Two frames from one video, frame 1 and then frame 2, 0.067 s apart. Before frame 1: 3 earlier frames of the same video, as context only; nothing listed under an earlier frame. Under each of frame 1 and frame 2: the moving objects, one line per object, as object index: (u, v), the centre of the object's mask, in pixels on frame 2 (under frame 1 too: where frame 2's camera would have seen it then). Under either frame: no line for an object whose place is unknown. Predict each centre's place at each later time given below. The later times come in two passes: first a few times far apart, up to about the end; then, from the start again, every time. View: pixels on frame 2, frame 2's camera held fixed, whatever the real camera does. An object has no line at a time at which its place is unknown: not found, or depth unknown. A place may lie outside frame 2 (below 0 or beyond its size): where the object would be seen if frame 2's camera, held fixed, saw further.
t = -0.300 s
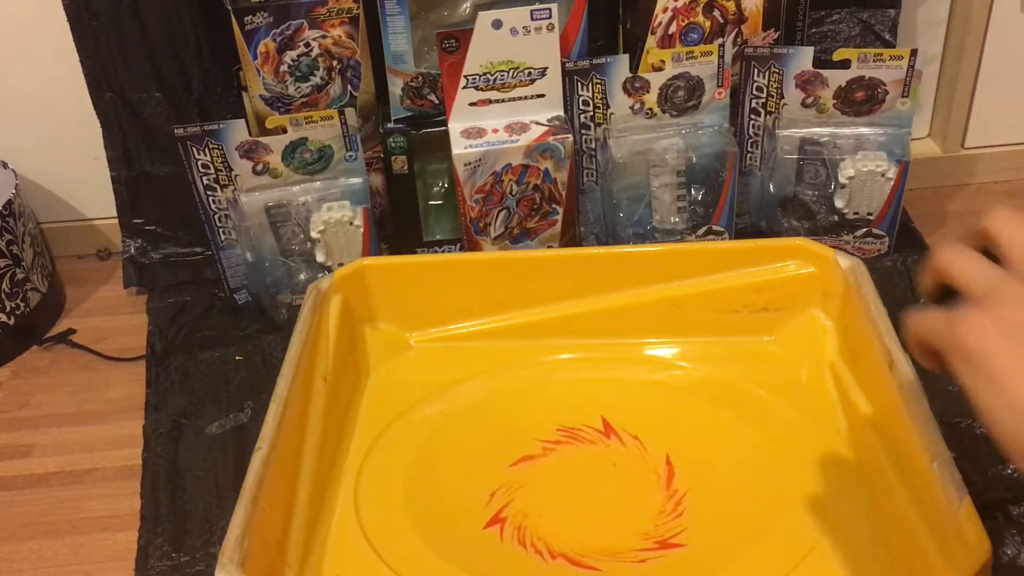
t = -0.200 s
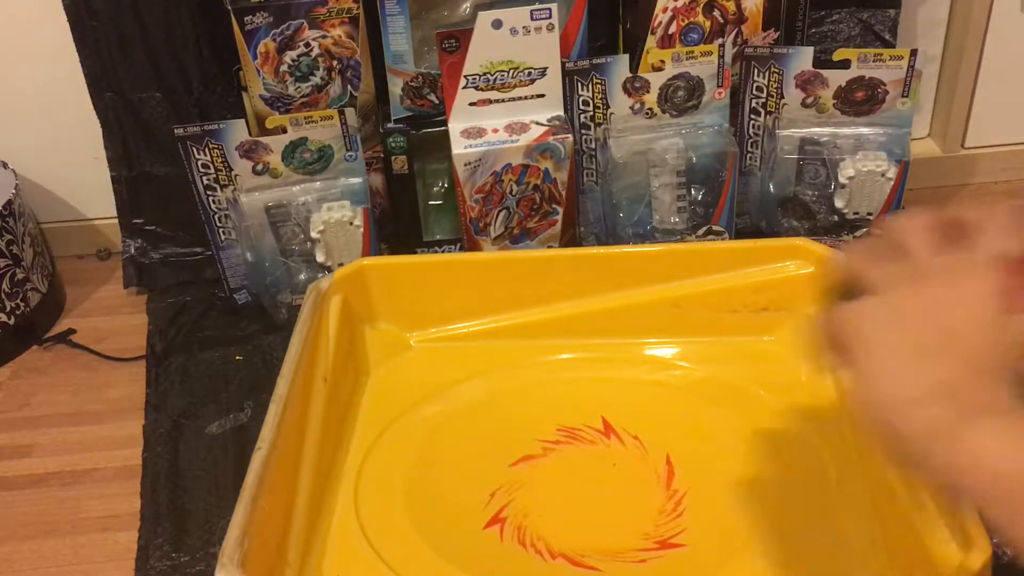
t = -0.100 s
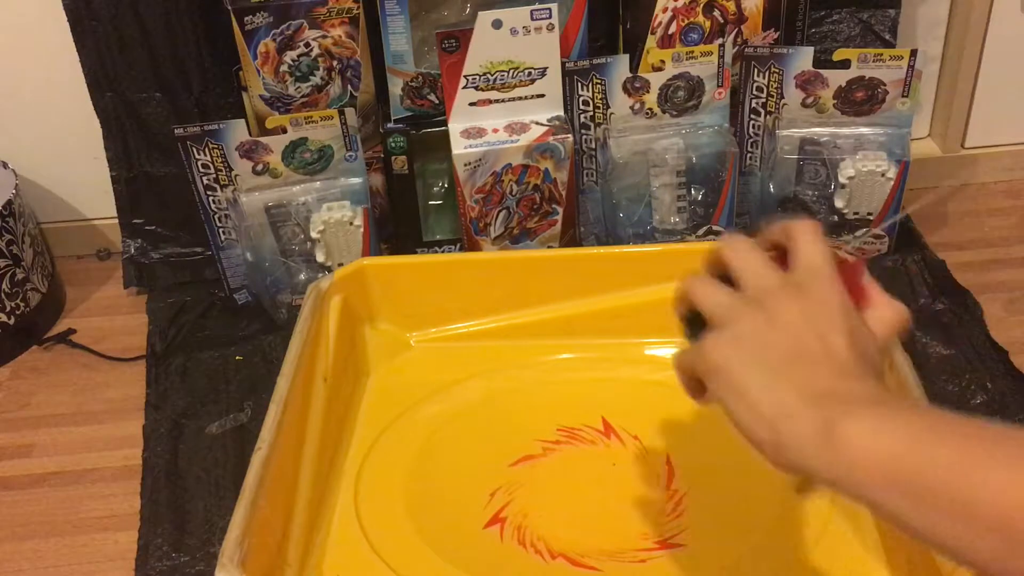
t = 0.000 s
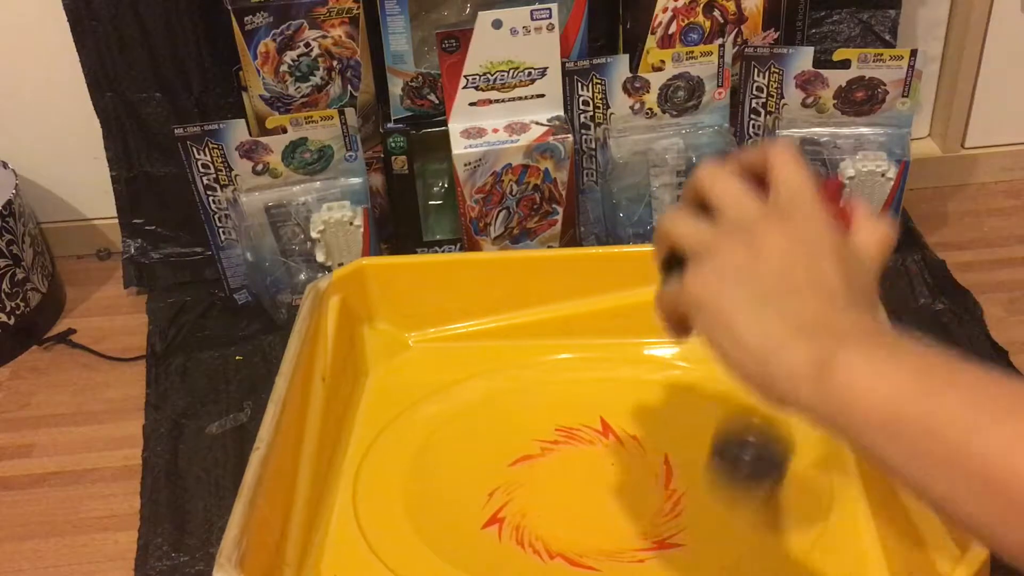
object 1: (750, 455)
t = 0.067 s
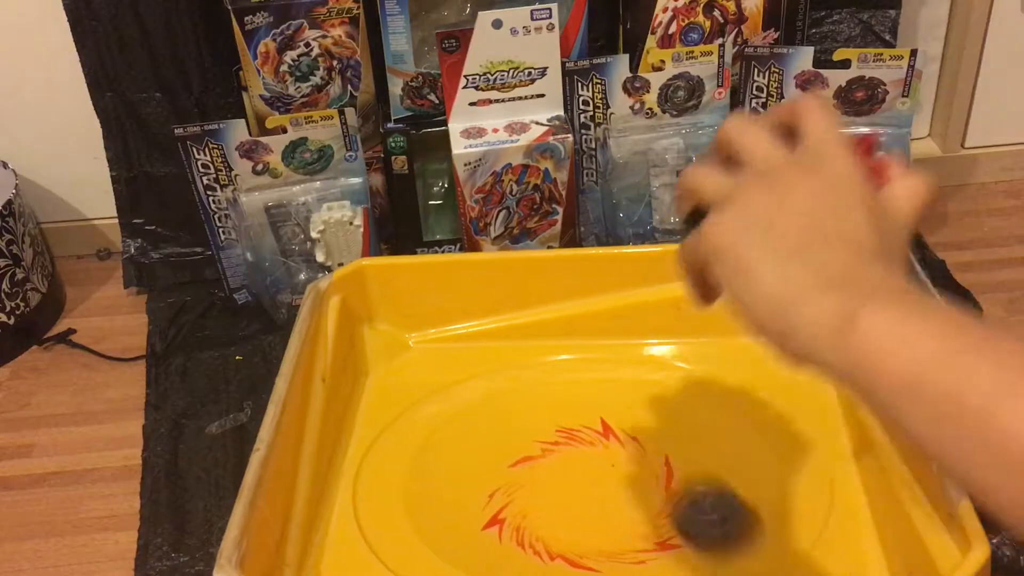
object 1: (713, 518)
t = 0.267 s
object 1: (558, 441)
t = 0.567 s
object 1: (471, 468)
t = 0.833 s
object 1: (608, 553)
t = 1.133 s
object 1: (738, 461)
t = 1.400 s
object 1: (601, 423)
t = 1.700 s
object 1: (488, 492)
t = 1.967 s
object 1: (559, 545)
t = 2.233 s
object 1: (645, 489)
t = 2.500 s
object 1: (593, 438)
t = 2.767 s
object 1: (511, 437)
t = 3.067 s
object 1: (504, 496)
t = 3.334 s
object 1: (583, 498)
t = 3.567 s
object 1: (632, 465)
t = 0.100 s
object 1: (681, 486)
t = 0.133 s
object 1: (654, 467)
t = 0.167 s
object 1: (626, 464)
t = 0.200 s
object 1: (601, 467)
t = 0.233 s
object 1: (579, 452)
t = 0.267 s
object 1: (558, 441)
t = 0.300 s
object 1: (540, 433)
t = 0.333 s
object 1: (524, 424)
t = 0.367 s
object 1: (510, 419)
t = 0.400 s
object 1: (498, 418)
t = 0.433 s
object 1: (488, 420)
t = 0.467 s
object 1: (481, 427)
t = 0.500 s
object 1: (475, 437)
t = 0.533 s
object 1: (472, 451)
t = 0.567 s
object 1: (471, 468)
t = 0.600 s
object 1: (474, 486)
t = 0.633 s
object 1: (480, 506)
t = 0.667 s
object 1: (492, 523)
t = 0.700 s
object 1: (508, 538)
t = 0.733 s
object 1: (528, 547)
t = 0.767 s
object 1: (553, 551)
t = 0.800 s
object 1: (580, 553)
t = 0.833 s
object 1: (608, 553)
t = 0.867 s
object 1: (636, 551)
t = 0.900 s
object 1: (664, 548)
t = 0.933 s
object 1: (689, 542)
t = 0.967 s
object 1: (710, 530)
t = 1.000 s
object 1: (725, 517)
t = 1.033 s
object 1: (736, 503)
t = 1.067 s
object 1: (741, 489)
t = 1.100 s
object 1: (742, 475)
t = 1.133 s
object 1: (738, 461)
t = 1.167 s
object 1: (730, 450)
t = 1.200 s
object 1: (718, 440)
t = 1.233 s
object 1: (702, 432)
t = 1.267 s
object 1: (684, 426)
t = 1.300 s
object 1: (665, 423)
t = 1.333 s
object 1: (644, 421)
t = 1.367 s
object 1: (622, 421)
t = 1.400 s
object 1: (601, 423)
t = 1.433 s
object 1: (582, 427)
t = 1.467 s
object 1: (561, 432)
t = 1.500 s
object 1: (544, 438)
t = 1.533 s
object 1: (529, 445)
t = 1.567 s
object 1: (516, 453)
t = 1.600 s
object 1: (506, 462)
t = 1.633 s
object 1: (497, 471)
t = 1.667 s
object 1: (491, 481)
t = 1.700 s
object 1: (488, 492)
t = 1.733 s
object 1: (487, 501)
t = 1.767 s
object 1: (488, 511)
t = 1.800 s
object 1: (492, 520)
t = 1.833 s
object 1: (500, 529)
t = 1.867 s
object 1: (512, 536)
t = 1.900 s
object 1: (526, 541)
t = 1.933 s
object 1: (542, 544)
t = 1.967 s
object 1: (559, 545)
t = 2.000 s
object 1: (578, 544)
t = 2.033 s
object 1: (596, 542)
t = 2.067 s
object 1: (613, 537)
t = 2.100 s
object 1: (627, 529)
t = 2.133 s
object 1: (637, 519)
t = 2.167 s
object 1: (643, 509)
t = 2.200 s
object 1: (646, 498)
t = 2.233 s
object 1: (645, 489)
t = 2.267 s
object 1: (641, 480)
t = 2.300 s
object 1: (636, 473)
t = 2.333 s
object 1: (630, 466)
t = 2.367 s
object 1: (622, 459)
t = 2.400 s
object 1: (615, 453)
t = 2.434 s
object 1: (607, 447)
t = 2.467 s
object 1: (601, 443)
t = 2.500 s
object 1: (593, 438)
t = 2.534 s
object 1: (586, 434)
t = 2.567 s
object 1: (578, 430)
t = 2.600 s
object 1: (568, 428)
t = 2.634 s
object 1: (557, 428)
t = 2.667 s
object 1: (545, 428)
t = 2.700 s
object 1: (533, 430)
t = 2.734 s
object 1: (522, 432)
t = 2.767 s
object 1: (511, 437)
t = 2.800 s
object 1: (502, 442)
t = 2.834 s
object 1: (495, 448)
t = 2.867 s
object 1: (489, 455)
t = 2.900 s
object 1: (486, 462)
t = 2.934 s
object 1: (486, 469)
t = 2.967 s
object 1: (487, 476)
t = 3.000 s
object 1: (491, 482)
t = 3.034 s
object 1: (496, 489)
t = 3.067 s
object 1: (504, 496)
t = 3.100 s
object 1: (513, 501)
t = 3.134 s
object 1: (523, 504)
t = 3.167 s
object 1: (535, 507)
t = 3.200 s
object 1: (546, 508)
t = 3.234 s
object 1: (556, 507)
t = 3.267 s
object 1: (566, 505)
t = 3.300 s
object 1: (574, 502)
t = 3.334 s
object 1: (583, 498)
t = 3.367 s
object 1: (592, 494)
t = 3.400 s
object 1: (600, 490)
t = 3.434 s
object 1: (609, 486)
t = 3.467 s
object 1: (616, 480)
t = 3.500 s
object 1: (622, 475)
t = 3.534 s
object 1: (627, 470)
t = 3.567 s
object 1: (632, 465)
